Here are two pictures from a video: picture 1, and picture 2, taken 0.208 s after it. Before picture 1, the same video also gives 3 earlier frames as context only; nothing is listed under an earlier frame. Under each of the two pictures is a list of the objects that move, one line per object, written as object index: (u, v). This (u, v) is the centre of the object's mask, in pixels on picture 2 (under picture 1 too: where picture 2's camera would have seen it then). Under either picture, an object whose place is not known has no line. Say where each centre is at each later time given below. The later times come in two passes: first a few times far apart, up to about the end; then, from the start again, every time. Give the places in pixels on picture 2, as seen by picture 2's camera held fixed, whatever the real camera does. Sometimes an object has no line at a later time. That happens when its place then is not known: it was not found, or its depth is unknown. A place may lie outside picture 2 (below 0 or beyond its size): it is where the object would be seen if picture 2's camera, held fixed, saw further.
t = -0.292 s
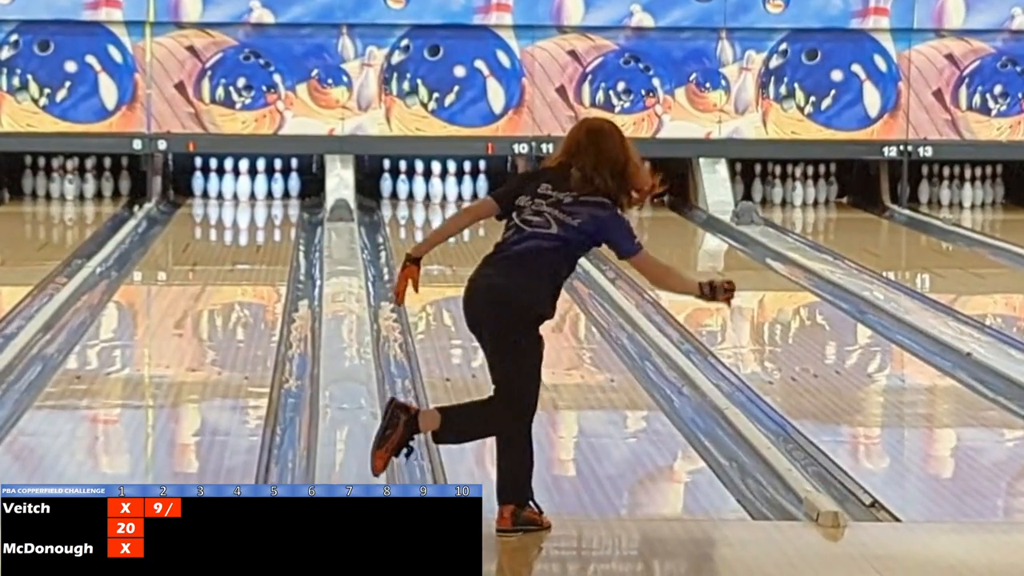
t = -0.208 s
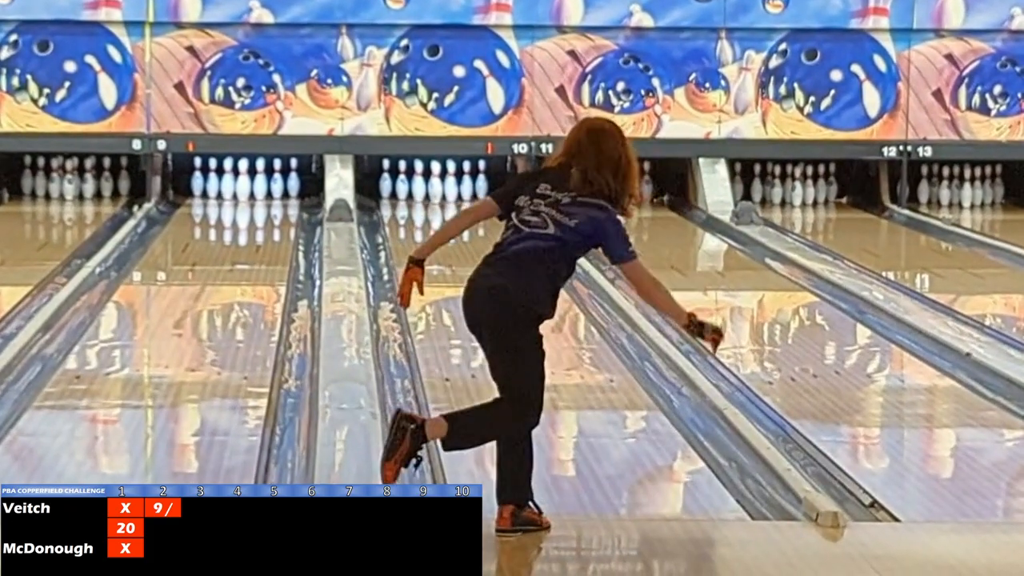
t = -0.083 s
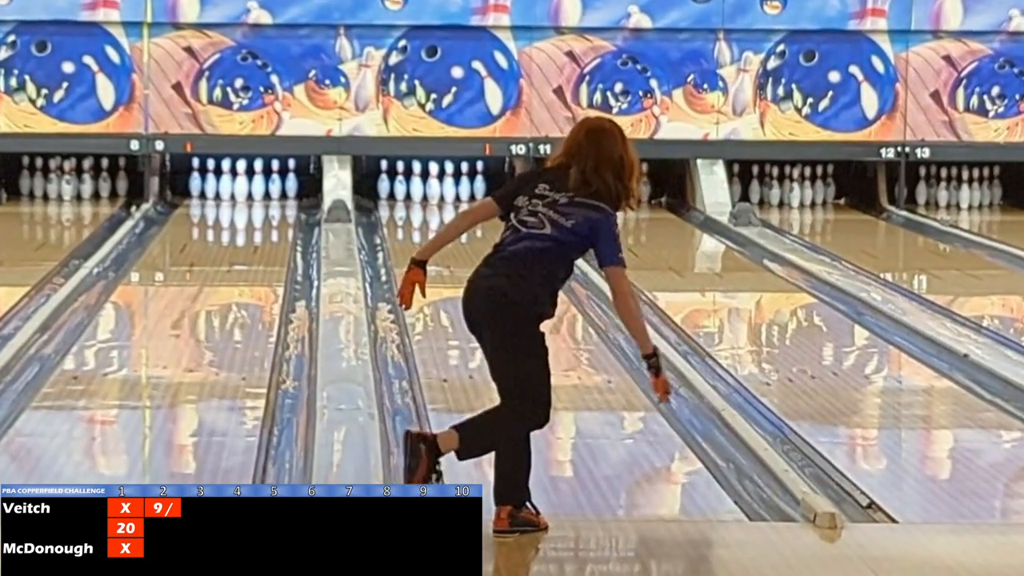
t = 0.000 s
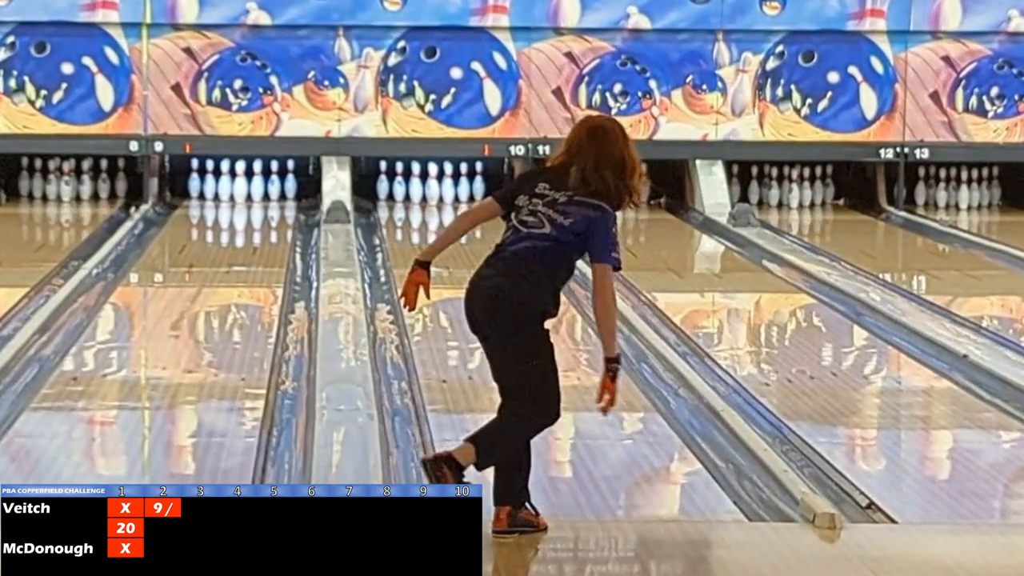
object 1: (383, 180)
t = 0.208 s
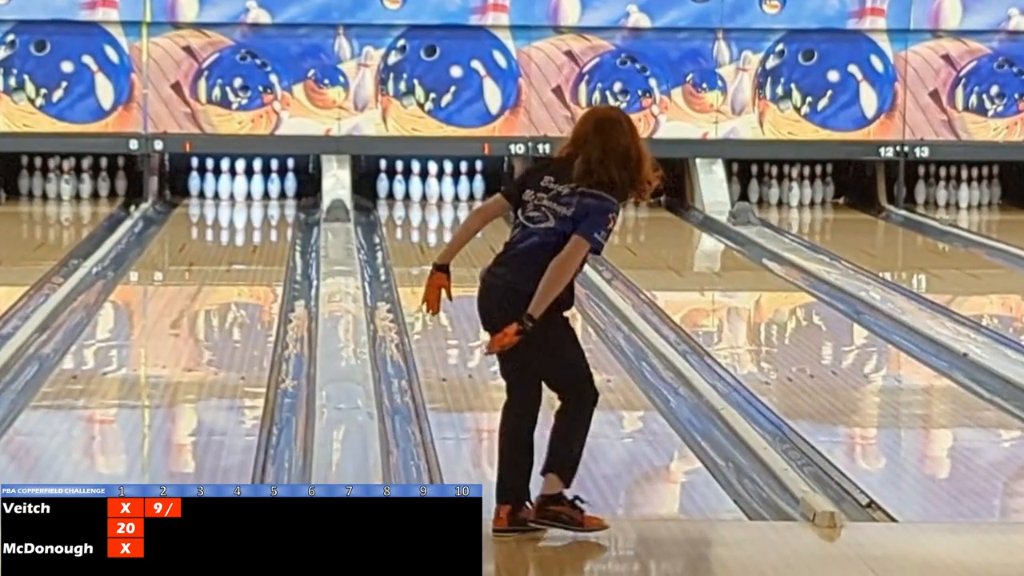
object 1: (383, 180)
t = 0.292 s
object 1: (383, 180)
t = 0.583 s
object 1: (383, 180)
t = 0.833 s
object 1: (383, 180)
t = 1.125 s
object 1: (382, 180)
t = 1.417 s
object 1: (382, 180)
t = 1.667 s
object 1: (366, 182)
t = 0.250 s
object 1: (382, 180)
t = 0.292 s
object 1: (383, 180)
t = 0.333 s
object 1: (383, 180)
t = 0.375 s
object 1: (383, 180)
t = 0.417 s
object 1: (383, 180)
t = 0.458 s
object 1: (383, 180)
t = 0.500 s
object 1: (383, 180)
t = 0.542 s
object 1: (383, 180)
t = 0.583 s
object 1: (383, 180)
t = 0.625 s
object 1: (383, 180)
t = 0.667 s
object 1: (383, 180)
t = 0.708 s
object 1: (383, 180)
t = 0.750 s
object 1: (383, 180)
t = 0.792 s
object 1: (383, 180)
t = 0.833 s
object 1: (383, 180)
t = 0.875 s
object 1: (383, 180)
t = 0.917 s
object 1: (383, 180)
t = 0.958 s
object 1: (382, 180)
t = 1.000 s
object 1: (383, 180)
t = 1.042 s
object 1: (382, 180)
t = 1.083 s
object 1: (382, 180)
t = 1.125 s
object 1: (382, 180)
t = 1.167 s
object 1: (382, 180)
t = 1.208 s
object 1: (382, 180)
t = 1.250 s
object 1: (382, 180)
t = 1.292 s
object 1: (382, 180)
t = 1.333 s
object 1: (382, 180)
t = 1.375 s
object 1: (382, 180)
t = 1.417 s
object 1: (382, 180)
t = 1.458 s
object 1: (382, 180)
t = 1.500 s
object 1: (382, 180)
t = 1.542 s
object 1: (382, 180)
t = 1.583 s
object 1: (382, 179)
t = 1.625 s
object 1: (372, 183)
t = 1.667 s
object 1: (366, 182)
